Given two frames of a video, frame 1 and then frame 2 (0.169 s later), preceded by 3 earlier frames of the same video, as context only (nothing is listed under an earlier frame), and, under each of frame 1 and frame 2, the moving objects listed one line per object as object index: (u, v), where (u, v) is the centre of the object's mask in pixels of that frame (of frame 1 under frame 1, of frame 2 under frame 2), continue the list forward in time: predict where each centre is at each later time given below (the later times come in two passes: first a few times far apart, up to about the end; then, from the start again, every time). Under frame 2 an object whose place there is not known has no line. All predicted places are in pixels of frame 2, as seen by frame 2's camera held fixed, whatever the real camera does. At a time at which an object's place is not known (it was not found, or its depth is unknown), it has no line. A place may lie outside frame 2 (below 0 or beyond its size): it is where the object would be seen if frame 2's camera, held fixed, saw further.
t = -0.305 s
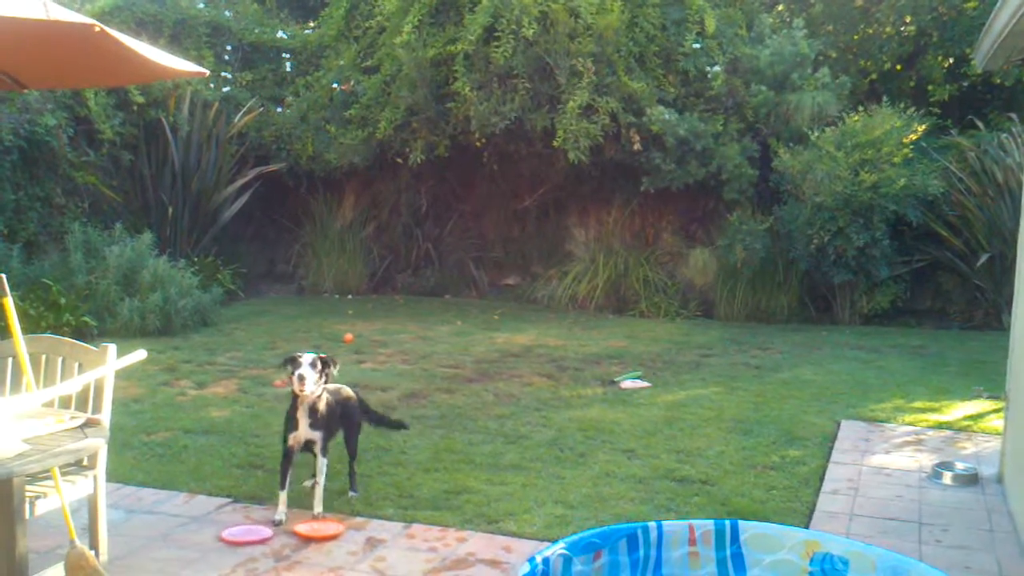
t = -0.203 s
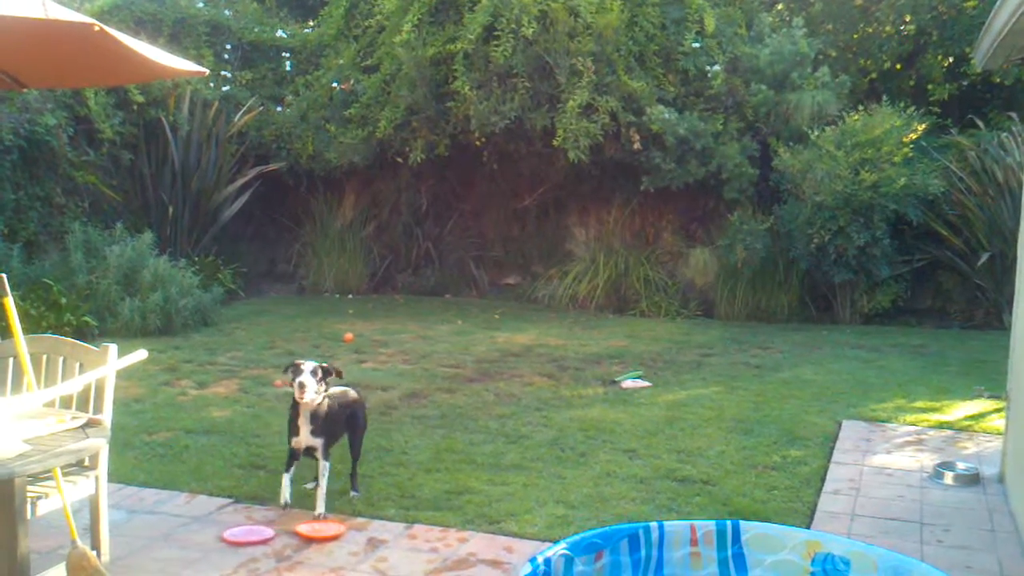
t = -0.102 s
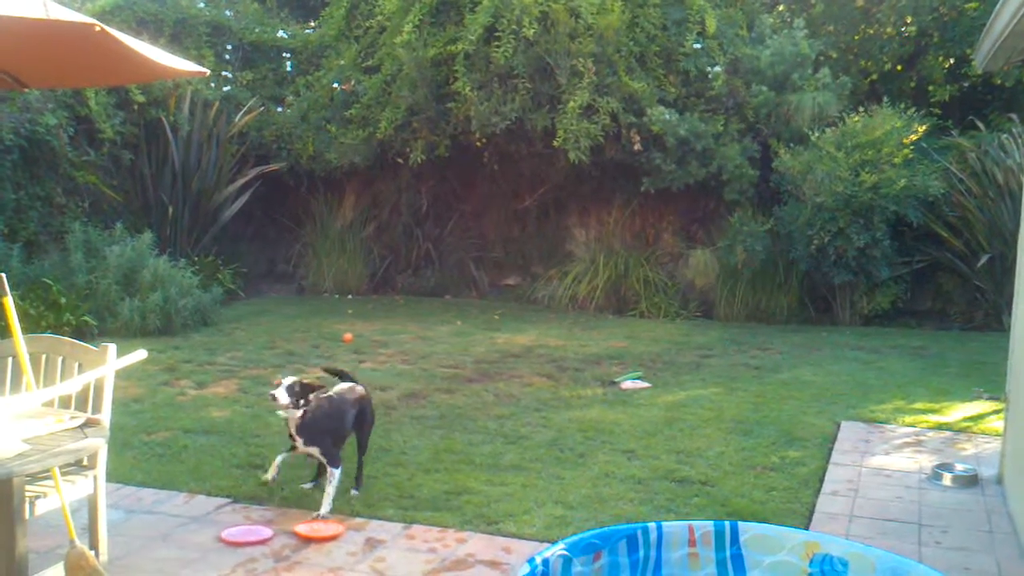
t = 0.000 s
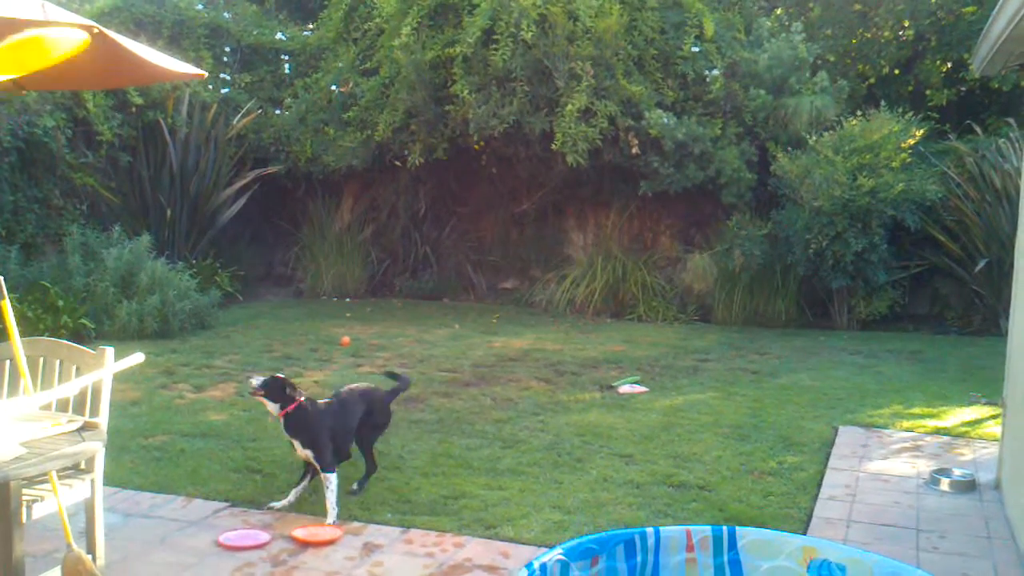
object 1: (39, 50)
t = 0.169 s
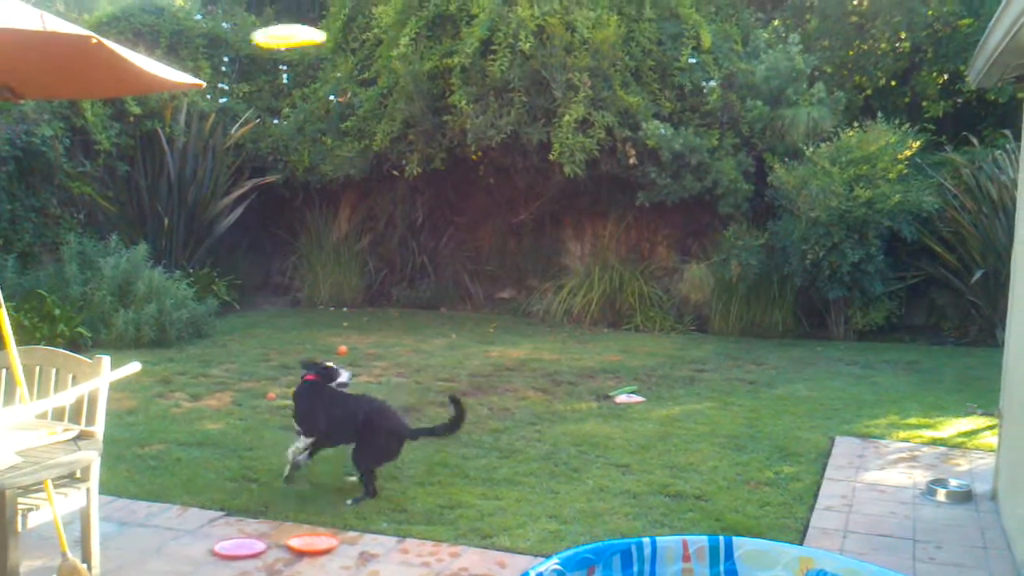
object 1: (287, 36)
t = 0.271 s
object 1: (365, 40)
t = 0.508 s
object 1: (471, 84)
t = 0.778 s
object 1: (514, 138)
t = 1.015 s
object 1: (526, 187)
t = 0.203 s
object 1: (319, 36)
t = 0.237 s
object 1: (344, 37)
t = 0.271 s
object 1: (365, 40)
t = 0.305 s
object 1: (385, 44)
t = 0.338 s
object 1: (402, 48)
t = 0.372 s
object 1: (415, 54)
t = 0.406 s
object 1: (442, 66)
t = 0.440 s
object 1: (452, 72)
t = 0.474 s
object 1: (462, 79)
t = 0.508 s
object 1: (471, 84)
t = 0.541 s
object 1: (479, 90)
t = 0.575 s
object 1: (485, 98)
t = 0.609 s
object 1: (491, 104)
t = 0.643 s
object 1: (496, 110)
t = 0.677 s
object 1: (503, 117)
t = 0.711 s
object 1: (507, 124)
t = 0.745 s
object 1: (511, 130)
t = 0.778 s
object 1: (514, 138)
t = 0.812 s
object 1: (518, 145)
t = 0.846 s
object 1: (519, 151)
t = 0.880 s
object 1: (522, 159)
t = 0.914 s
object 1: (524, 166)
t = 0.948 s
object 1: (524, 173)
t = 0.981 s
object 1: (526, 180)
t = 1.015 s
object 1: (526, 187)
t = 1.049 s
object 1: (525, 194)
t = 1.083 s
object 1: (525, 200)
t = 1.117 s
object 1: (524, 207)
